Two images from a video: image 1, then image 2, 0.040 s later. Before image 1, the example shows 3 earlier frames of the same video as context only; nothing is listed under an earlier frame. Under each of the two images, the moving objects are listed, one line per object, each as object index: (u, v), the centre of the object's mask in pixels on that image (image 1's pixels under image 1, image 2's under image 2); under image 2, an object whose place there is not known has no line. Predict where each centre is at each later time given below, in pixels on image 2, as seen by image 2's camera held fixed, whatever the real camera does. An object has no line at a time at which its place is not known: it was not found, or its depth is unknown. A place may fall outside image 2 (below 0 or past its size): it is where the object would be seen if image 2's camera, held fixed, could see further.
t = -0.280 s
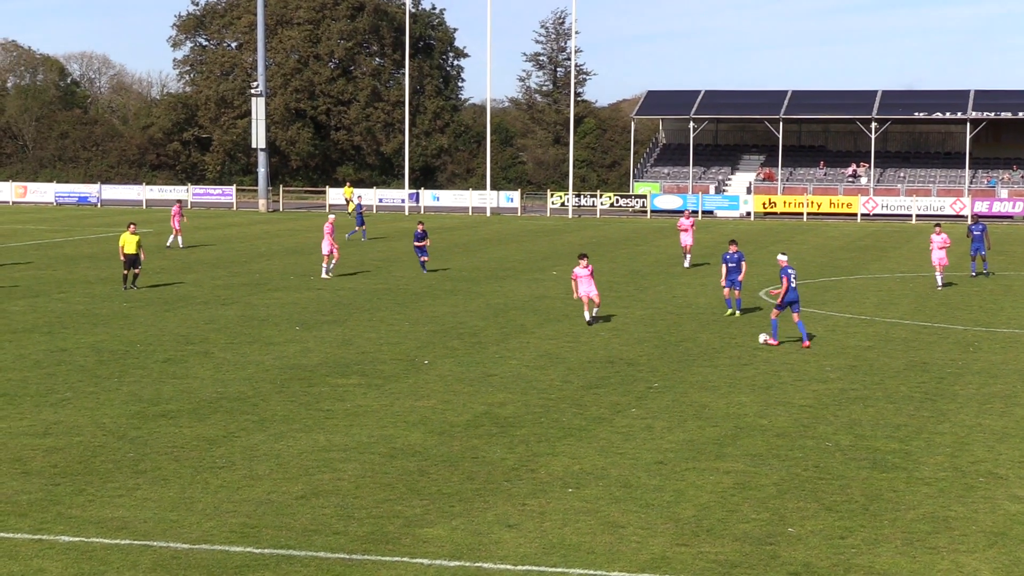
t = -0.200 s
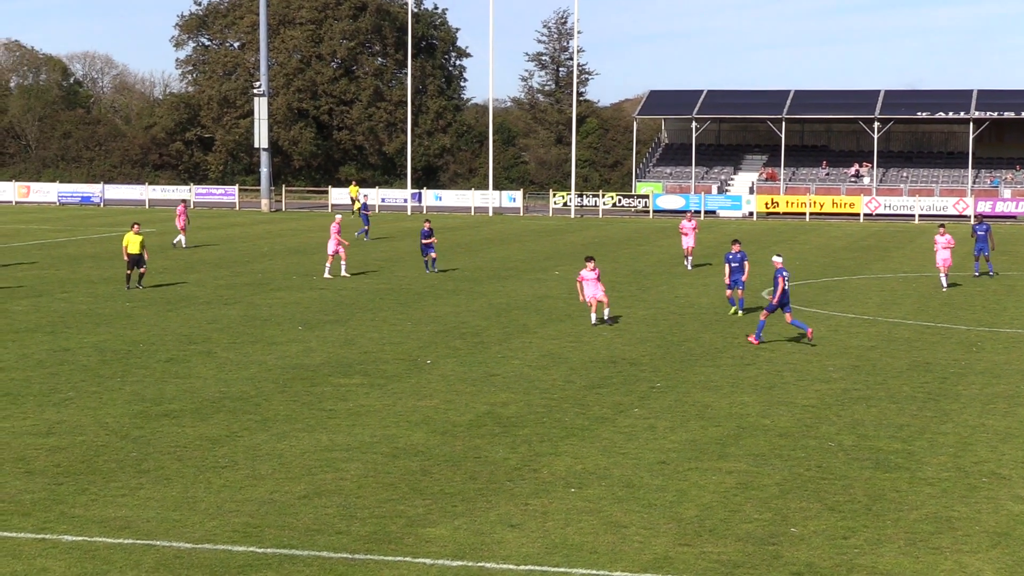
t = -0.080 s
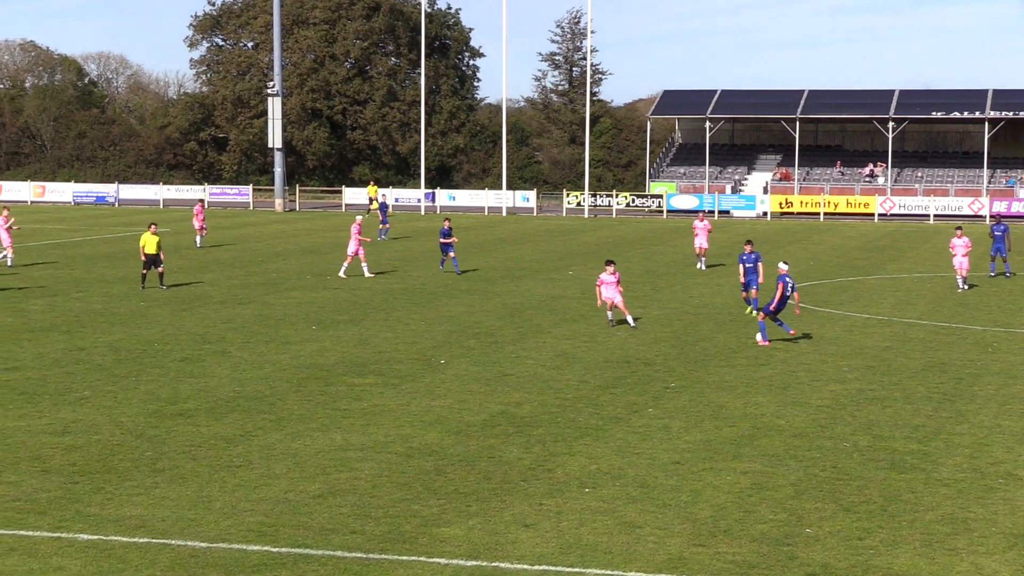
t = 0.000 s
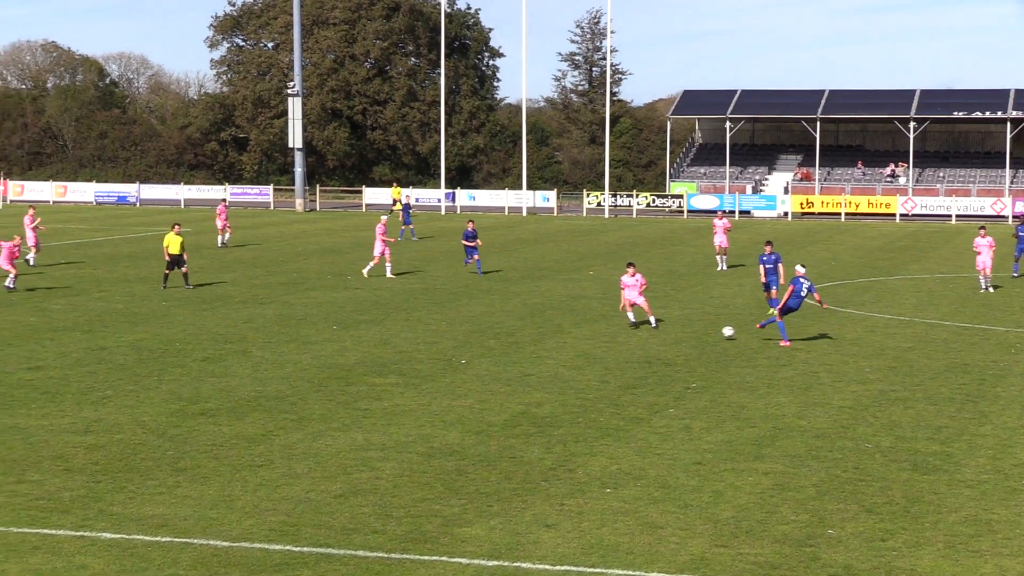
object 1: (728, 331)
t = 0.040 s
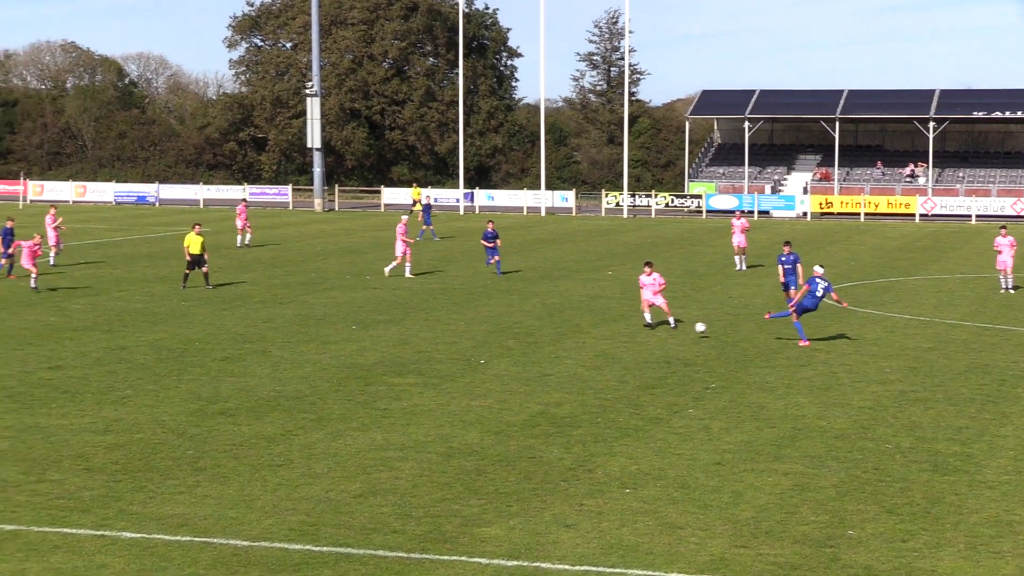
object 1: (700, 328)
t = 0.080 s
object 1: (659, 325)
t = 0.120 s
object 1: (619, 323)
